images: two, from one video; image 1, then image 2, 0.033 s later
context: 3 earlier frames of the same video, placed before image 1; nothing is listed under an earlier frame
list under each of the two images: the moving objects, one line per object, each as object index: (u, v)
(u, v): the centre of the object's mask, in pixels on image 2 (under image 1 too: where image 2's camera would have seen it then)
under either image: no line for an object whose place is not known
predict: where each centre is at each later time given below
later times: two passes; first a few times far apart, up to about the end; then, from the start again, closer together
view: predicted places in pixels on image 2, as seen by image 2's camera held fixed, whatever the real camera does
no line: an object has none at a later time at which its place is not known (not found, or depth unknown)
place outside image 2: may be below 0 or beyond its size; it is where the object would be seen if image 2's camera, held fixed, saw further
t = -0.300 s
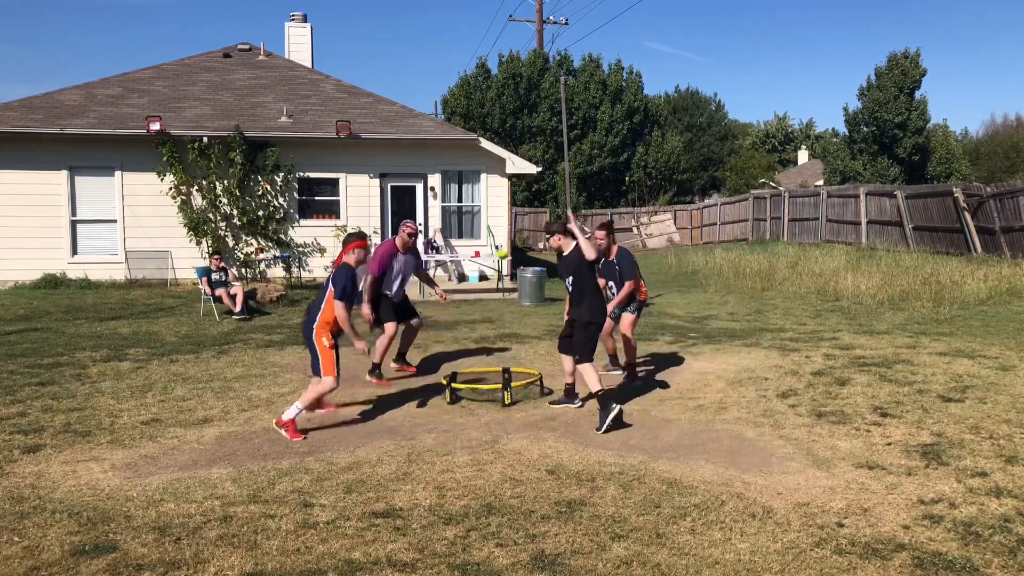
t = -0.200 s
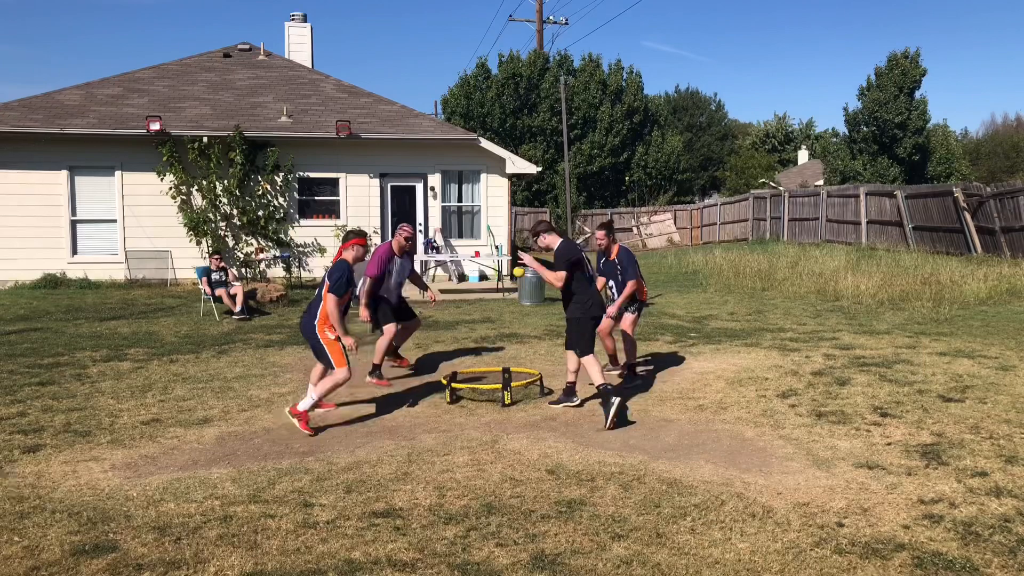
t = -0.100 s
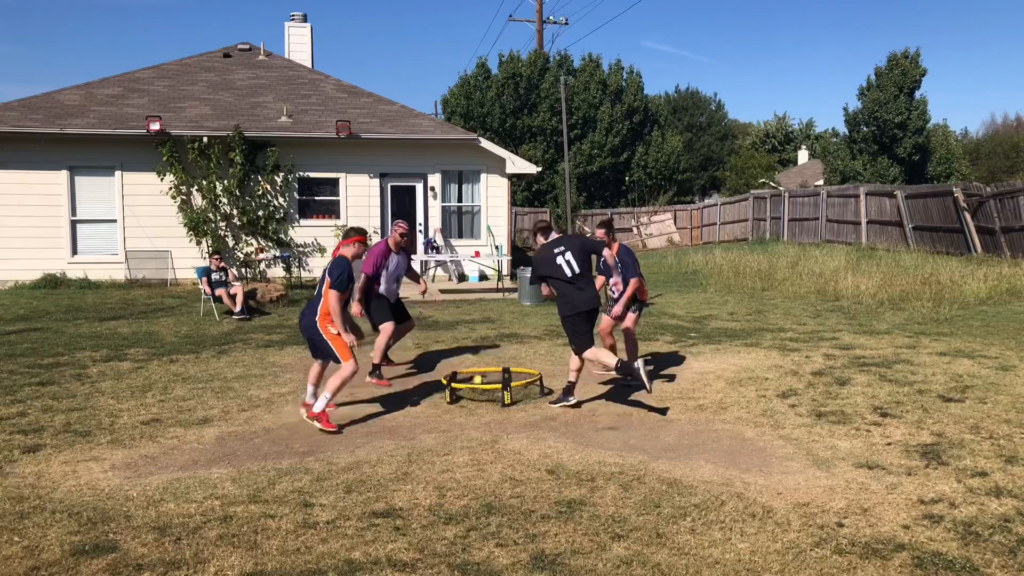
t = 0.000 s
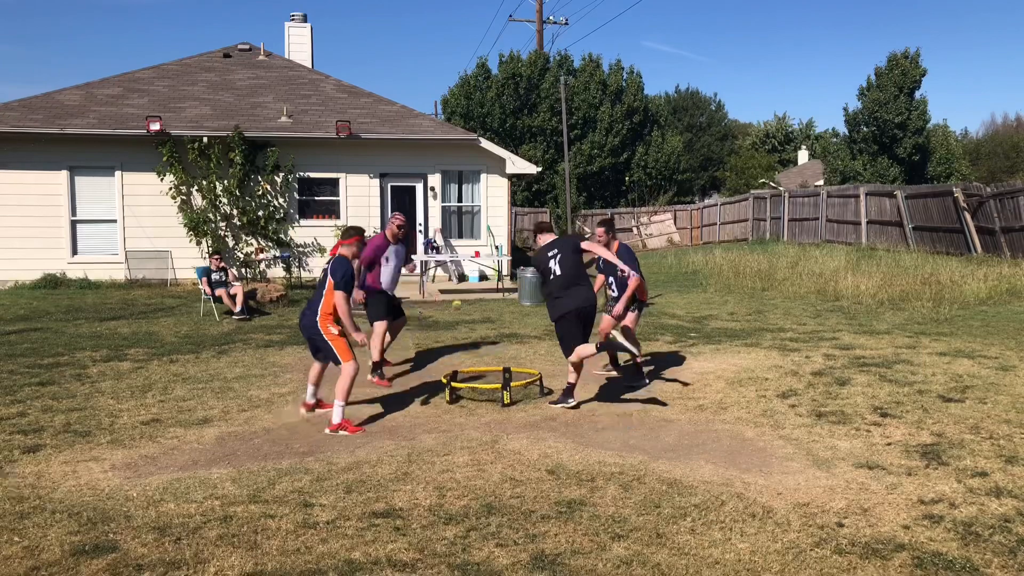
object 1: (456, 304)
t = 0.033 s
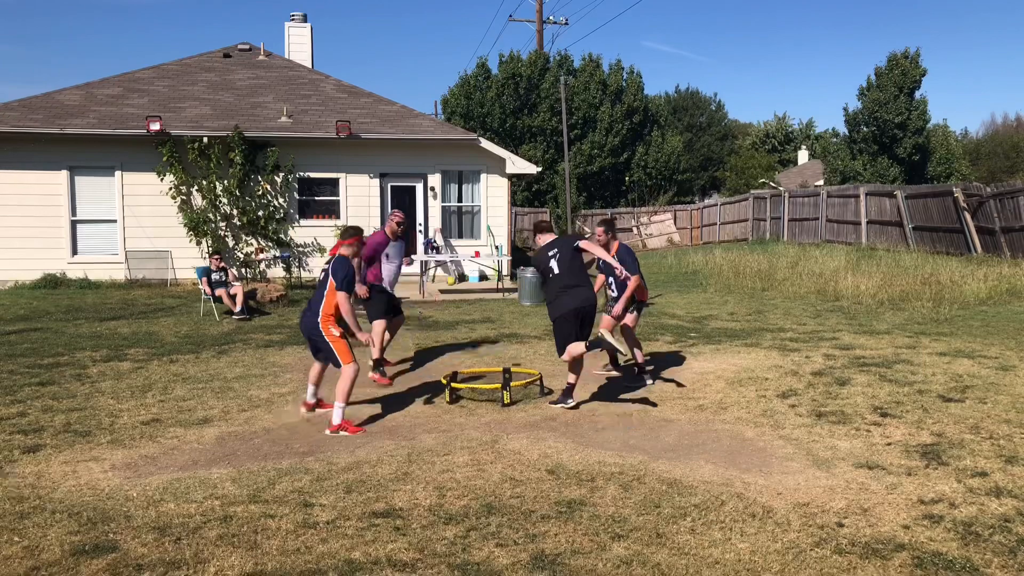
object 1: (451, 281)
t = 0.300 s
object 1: (401, 136)
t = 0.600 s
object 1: (353, 71)
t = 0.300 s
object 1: (401, 136)
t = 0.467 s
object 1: (373, 88)
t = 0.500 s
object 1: (368, 82)
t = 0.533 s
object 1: (362, 77)
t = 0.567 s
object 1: (356, 73)
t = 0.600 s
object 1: (353, 71)
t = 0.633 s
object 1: (348, 69)
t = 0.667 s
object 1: (343, 69)
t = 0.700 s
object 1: (339, 69)
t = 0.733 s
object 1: (334, 70)
